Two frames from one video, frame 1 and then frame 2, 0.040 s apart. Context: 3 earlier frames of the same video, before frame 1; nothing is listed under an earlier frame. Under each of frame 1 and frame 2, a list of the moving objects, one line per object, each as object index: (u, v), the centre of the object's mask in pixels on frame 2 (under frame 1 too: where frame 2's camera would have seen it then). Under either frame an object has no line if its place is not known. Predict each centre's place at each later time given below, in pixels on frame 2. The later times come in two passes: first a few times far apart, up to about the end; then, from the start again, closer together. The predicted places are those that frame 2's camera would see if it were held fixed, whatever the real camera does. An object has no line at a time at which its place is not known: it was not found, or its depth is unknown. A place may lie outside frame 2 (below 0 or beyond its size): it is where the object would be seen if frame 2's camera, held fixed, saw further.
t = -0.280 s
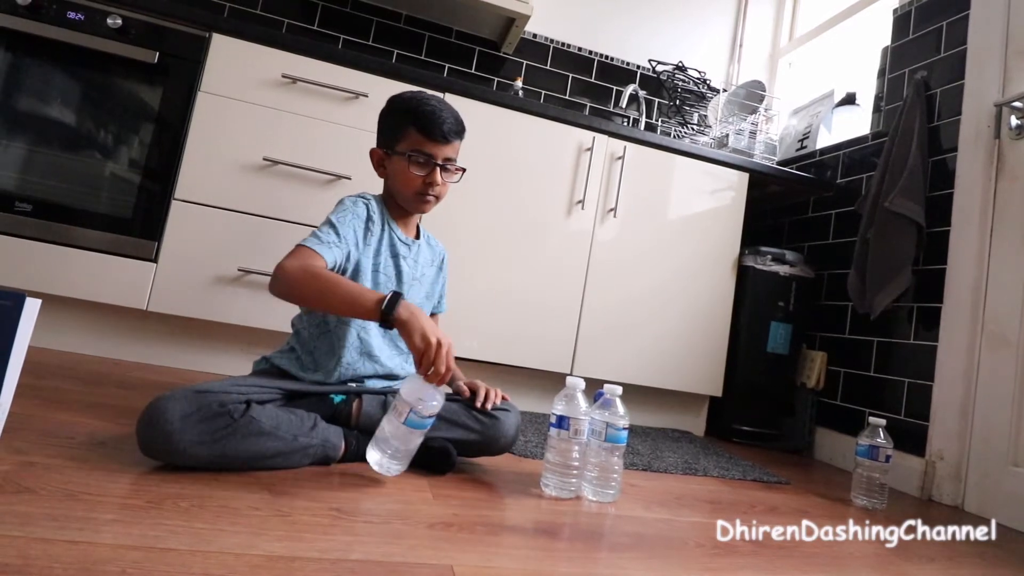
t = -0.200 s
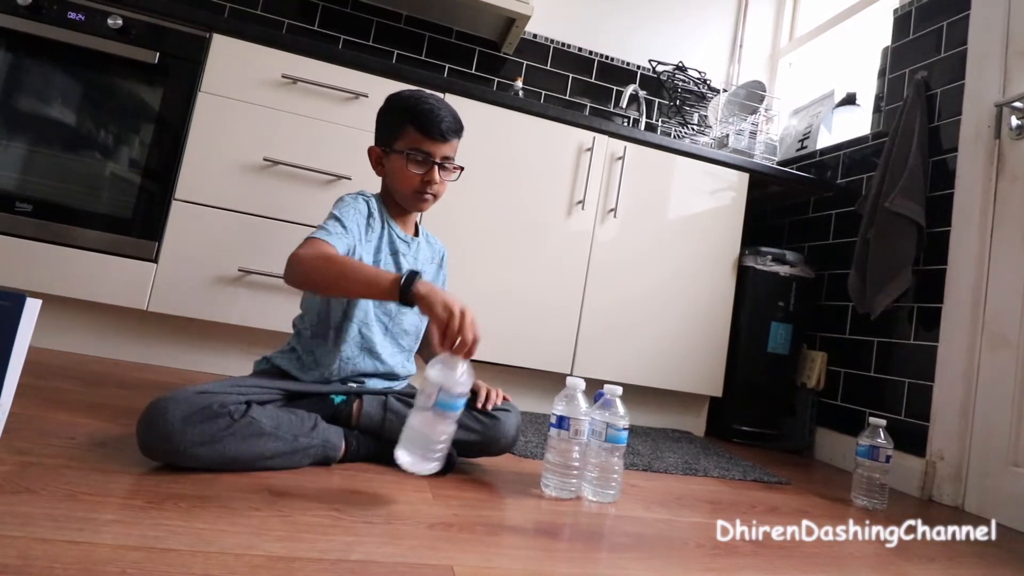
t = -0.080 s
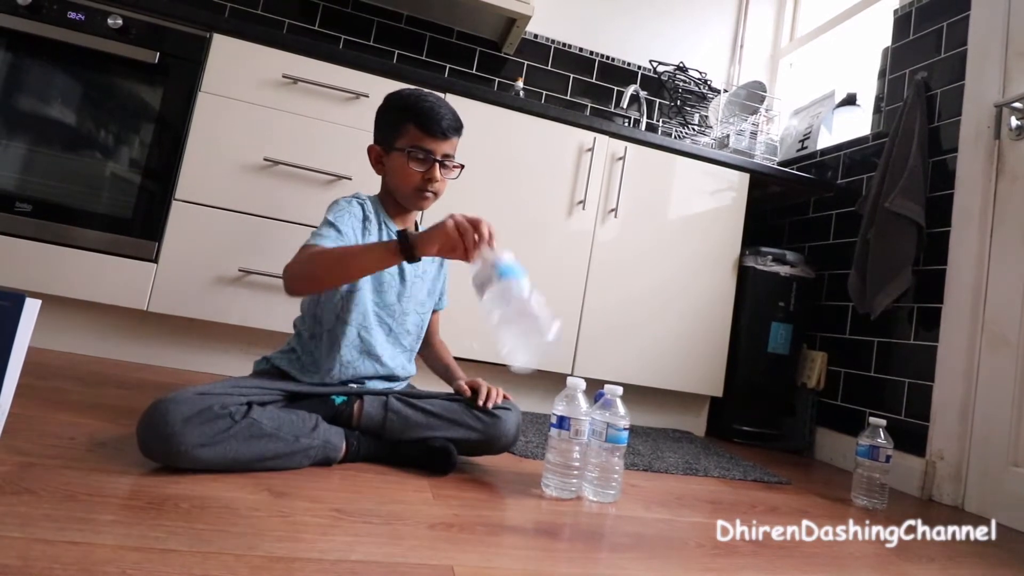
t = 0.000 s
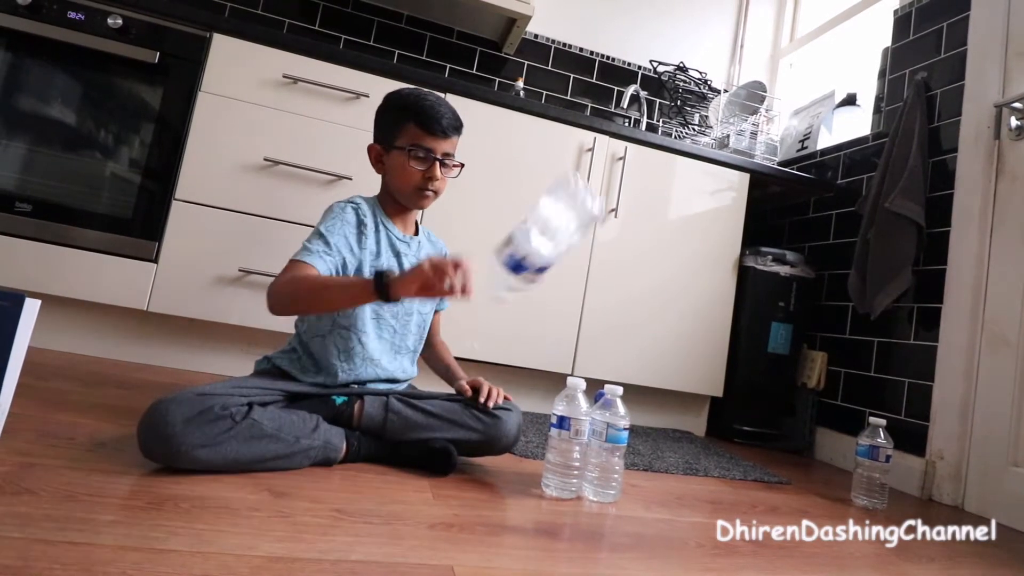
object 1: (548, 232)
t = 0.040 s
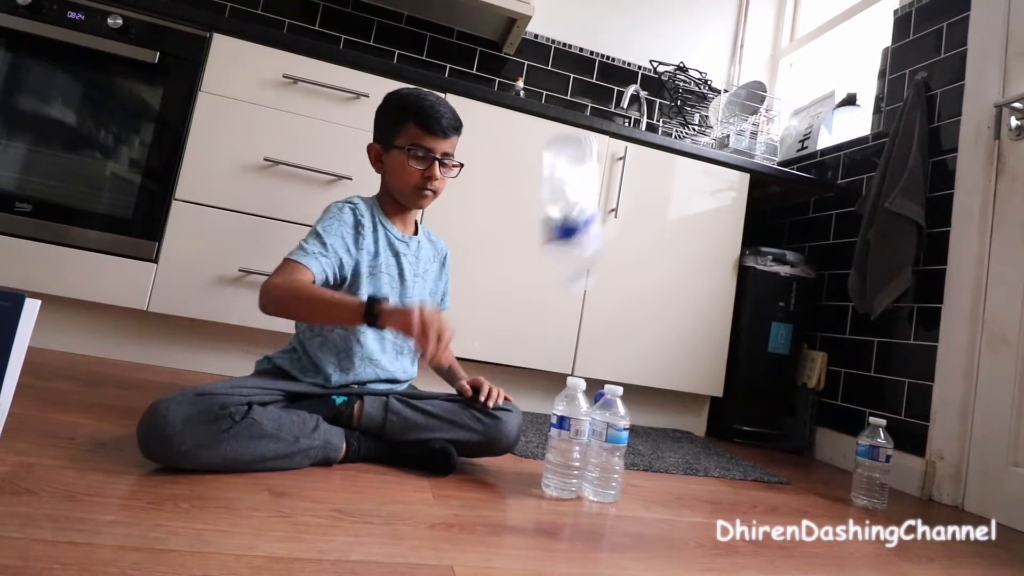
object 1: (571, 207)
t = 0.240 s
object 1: (590, 158)
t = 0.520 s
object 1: (511, 494)
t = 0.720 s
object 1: (512, 495)
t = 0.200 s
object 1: (597, 136)
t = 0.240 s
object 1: (590, 158)
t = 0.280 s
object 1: (581, 197)
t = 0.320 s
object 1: (568, 254)
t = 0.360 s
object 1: (553, 331)
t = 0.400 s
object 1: (537, 422)
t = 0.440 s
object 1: (521, 497)
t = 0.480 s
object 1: (515, 494)
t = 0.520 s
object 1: (511, 494)
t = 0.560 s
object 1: (506, 493)
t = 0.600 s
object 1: (503, 493)
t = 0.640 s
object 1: (503, 493)
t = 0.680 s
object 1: (506, 494)
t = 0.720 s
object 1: (512, 495)
